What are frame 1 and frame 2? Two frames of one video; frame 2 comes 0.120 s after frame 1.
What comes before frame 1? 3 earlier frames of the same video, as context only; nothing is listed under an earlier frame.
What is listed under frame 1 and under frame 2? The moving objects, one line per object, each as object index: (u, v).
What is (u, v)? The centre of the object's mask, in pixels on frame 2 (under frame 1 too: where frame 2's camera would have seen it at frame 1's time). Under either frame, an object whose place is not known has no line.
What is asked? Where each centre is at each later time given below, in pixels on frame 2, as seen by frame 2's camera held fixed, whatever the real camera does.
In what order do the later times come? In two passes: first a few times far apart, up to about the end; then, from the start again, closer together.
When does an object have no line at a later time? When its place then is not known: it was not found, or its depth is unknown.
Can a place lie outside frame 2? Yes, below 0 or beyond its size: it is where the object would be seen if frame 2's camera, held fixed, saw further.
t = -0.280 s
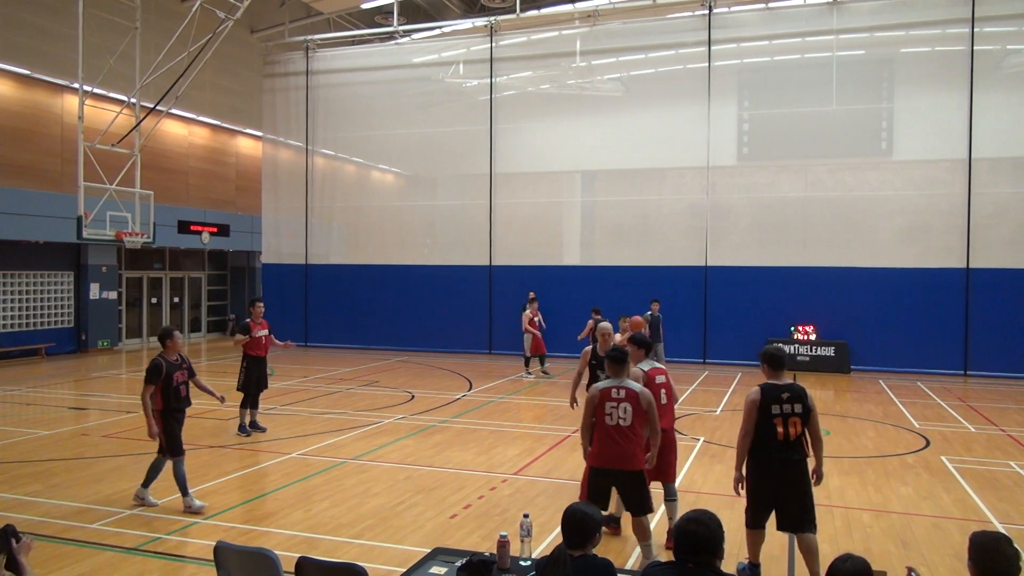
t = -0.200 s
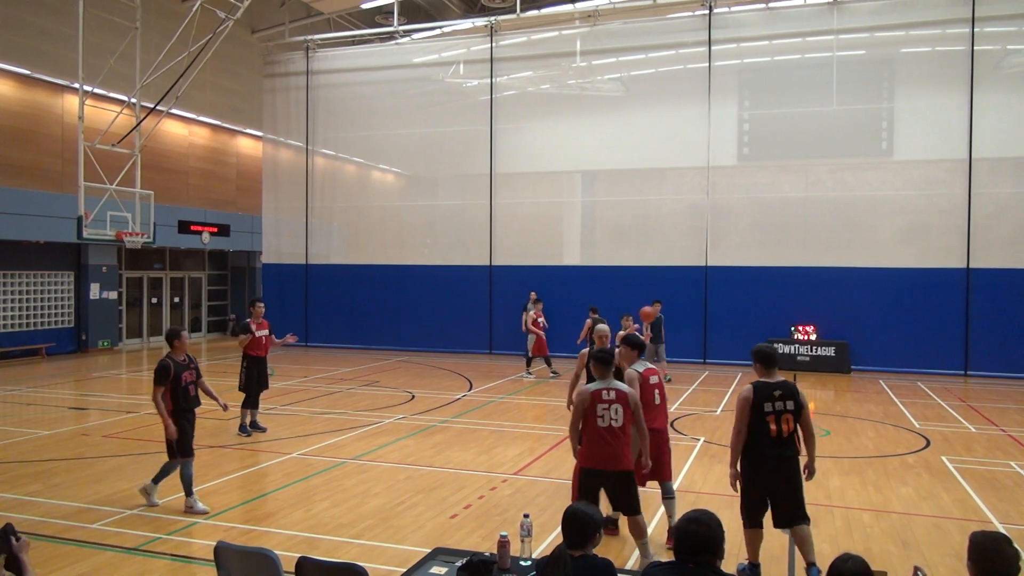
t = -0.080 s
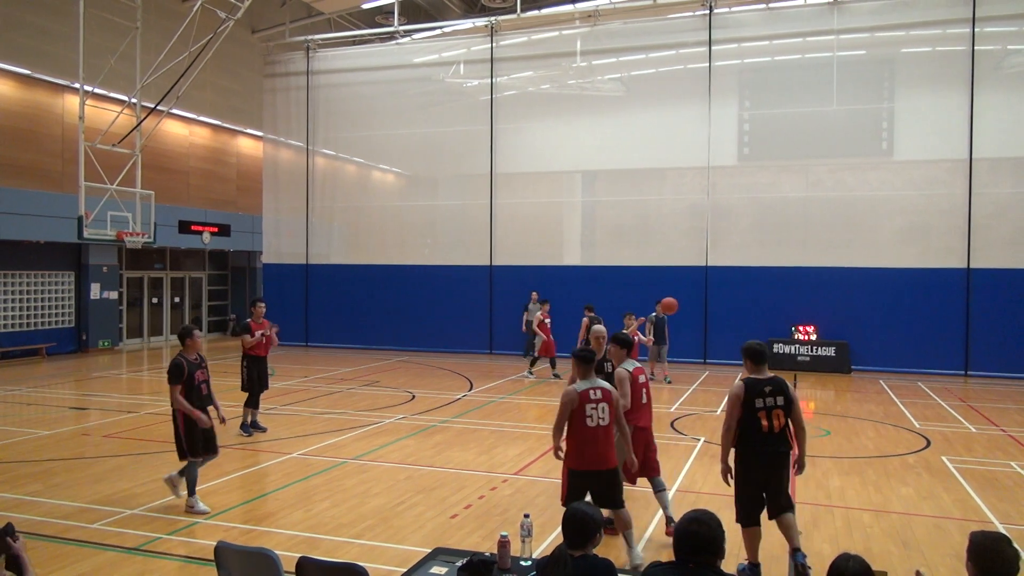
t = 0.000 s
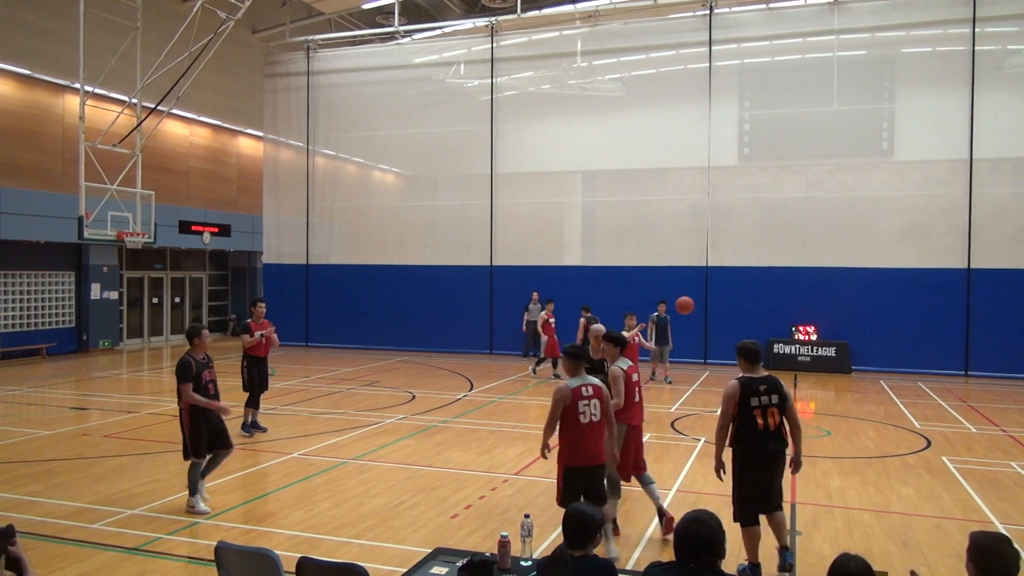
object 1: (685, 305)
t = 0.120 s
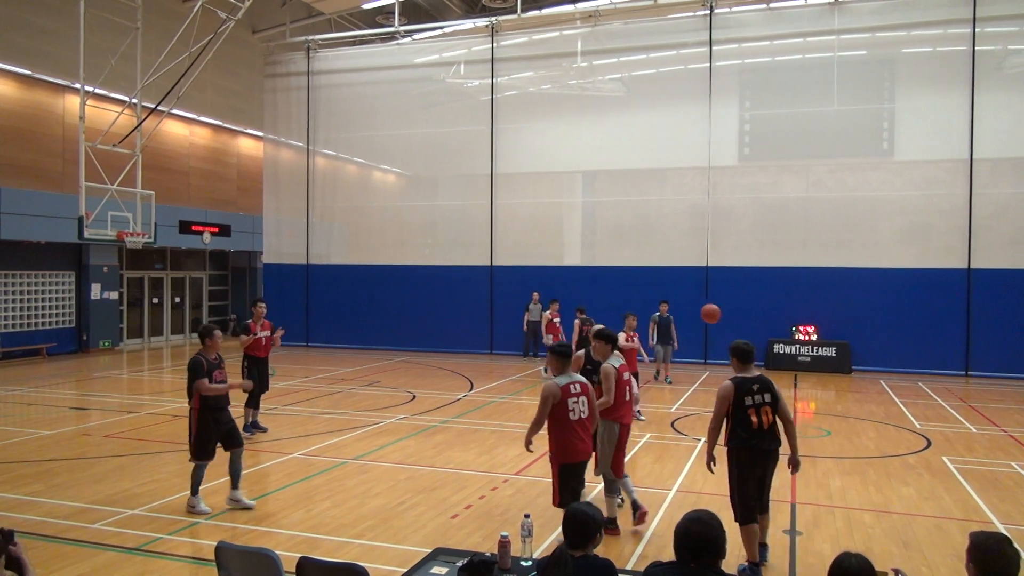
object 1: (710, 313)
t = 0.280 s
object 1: (752, 343)
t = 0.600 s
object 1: (860, 509)
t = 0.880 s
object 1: (930, 442)
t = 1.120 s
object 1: (997, 437)
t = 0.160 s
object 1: (720, 319)
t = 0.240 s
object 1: (740, 333)
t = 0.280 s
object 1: (752, 343)
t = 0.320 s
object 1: (763, 356)
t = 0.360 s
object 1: (773, 370)
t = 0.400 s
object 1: (786, 387)
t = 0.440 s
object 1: (800, 406)
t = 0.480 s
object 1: (814, 428)
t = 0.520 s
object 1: (829, 452)
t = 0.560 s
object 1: (844, 479)
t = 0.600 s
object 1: (860, 509)
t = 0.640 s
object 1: (872, 510)
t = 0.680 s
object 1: (881, 495)
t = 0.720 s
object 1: (890, 482)
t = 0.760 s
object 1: (899, 470)
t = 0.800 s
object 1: (909, 459)
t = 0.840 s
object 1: (919, 450)
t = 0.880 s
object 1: (930, 442)
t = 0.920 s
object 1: (940, 437)
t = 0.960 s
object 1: (951, 433)
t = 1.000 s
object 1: (962, 431)
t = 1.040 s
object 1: (974, 431)
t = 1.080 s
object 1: (985, 433)
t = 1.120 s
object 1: (997, 437)
